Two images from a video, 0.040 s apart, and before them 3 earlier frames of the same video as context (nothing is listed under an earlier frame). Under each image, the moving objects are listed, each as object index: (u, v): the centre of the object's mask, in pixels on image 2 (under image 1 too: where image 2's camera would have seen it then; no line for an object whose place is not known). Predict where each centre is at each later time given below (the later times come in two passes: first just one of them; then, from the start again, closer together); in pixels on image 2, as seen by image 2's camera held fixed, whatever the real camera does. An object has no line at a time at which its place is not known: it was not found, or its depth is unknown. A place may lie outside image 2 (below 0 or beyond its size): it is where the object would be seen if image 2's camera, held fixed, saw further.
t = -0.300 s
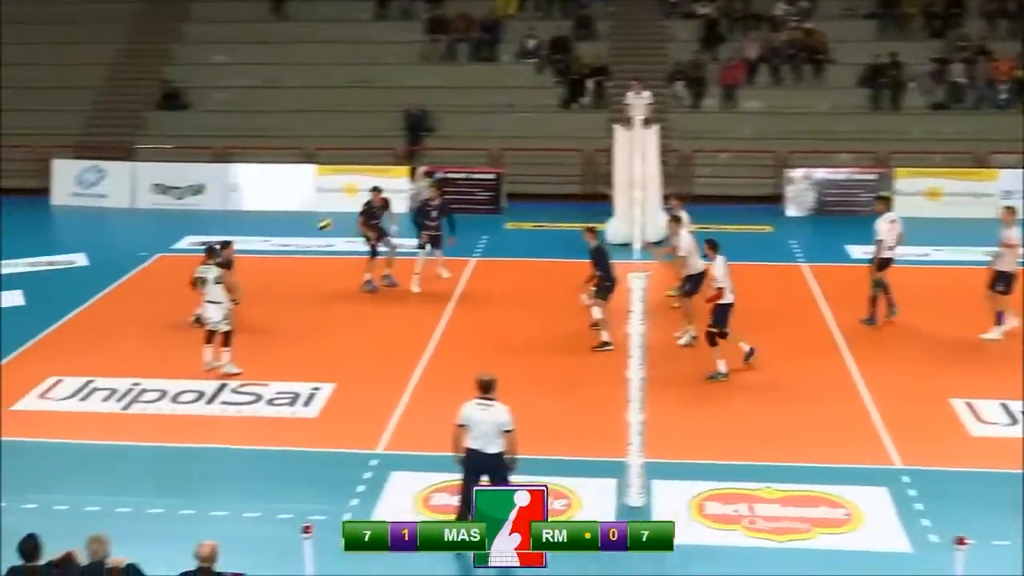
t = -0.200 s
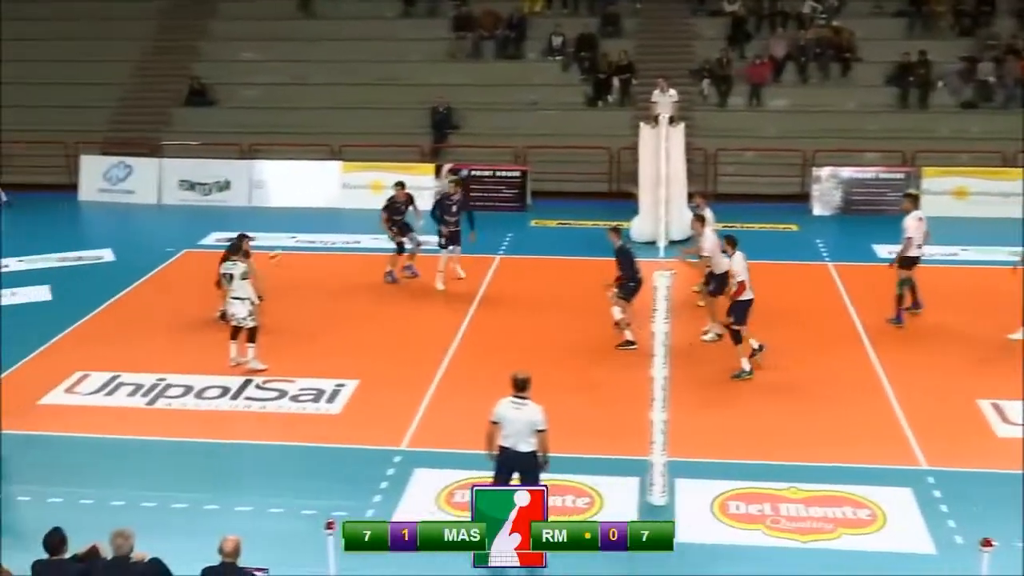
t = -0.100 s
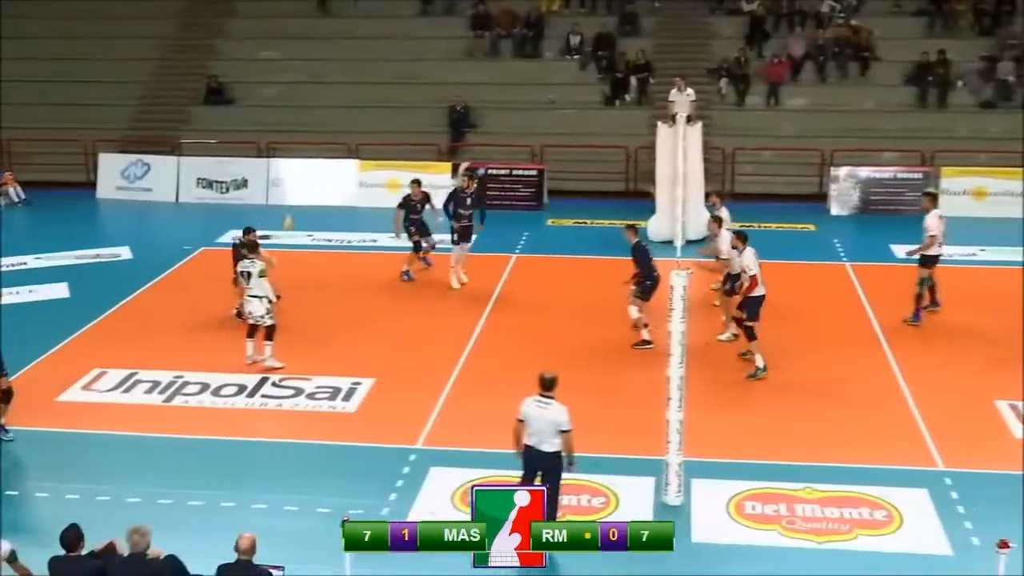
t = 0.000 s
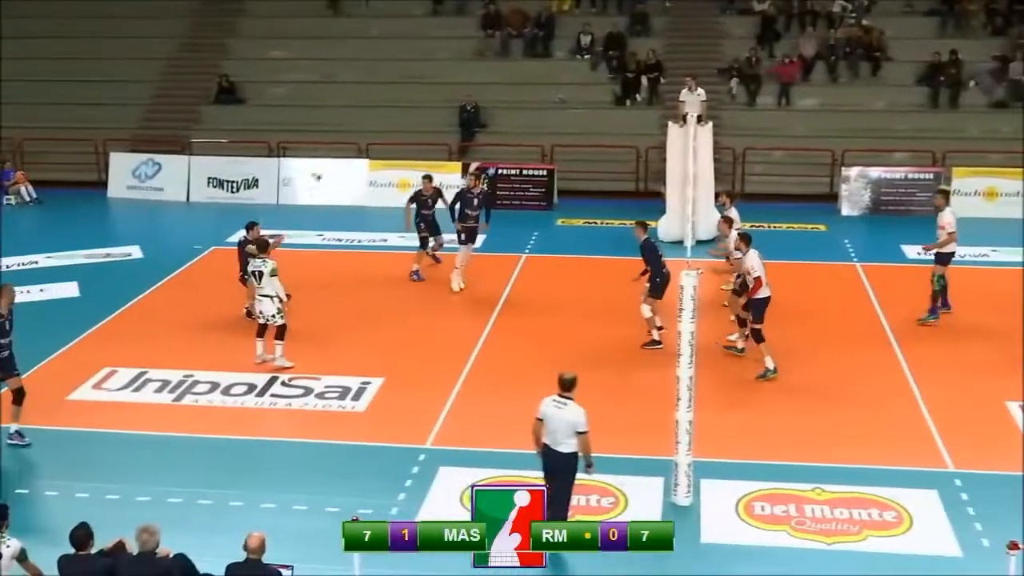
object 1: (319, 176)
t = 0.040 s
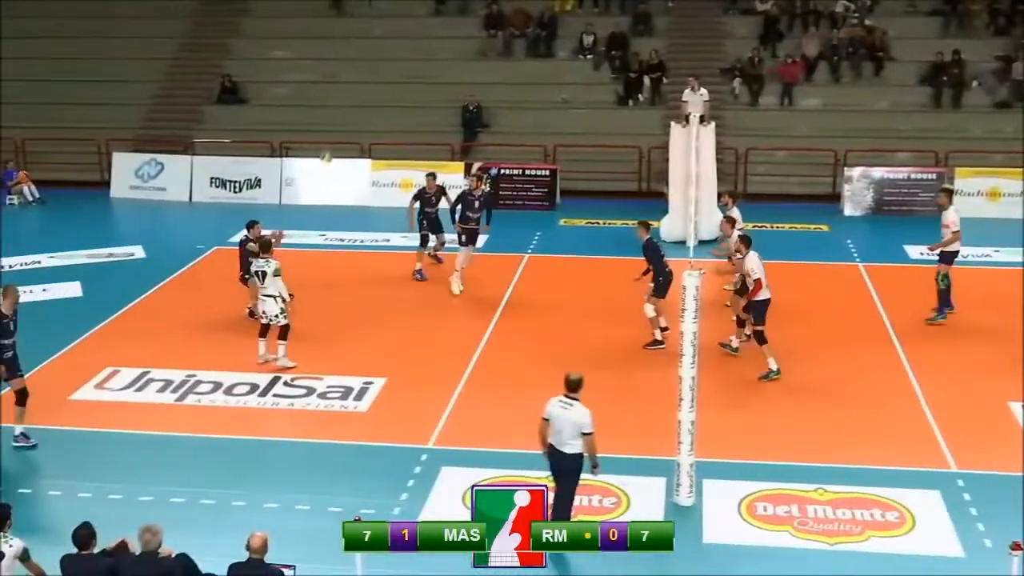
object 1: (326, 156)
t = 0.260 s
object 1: (371, 78)
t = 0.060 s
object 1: (331, 149)
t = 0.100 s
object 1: (340, 133)
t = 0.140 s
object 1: (348, 118)
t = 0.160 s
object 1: (351, 111)
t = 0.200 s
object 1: (359, 96)
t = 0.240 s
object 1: (367, 82)
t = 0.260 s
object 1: (371, 78)
